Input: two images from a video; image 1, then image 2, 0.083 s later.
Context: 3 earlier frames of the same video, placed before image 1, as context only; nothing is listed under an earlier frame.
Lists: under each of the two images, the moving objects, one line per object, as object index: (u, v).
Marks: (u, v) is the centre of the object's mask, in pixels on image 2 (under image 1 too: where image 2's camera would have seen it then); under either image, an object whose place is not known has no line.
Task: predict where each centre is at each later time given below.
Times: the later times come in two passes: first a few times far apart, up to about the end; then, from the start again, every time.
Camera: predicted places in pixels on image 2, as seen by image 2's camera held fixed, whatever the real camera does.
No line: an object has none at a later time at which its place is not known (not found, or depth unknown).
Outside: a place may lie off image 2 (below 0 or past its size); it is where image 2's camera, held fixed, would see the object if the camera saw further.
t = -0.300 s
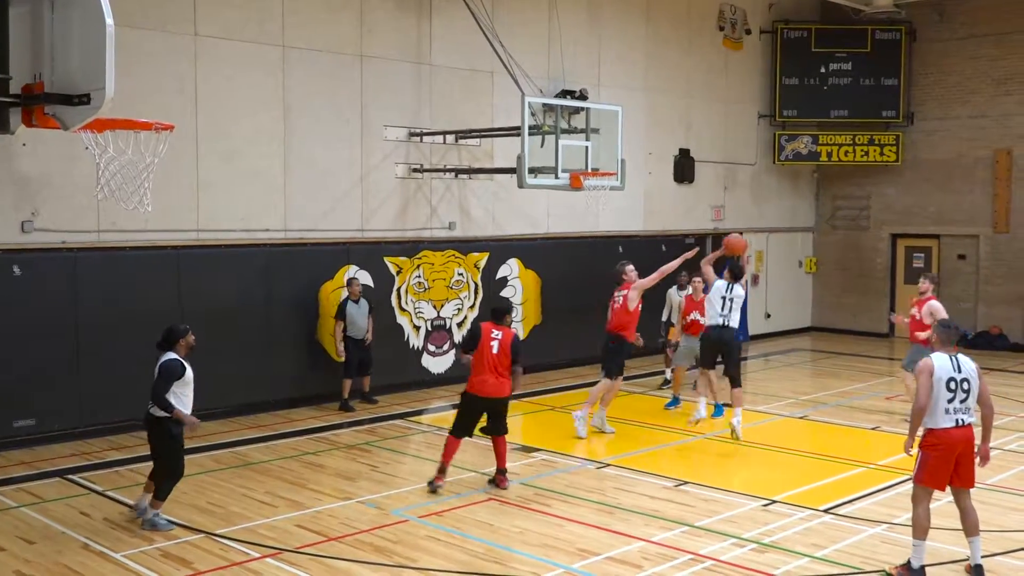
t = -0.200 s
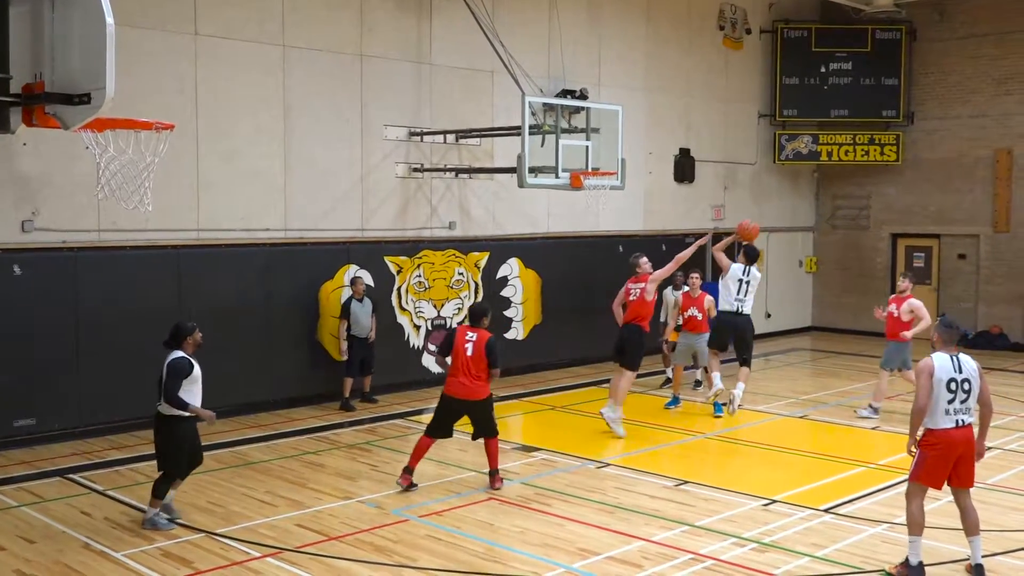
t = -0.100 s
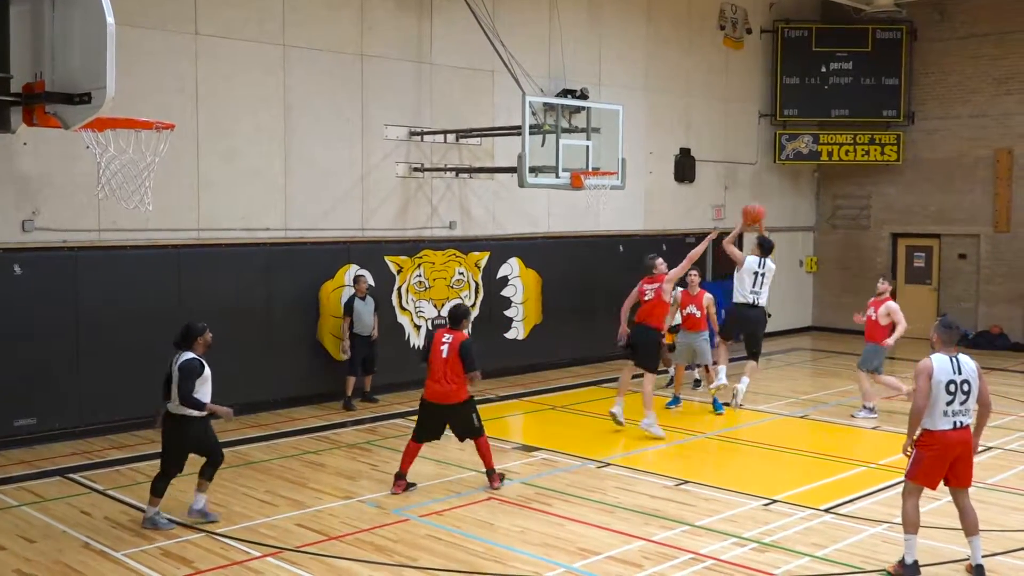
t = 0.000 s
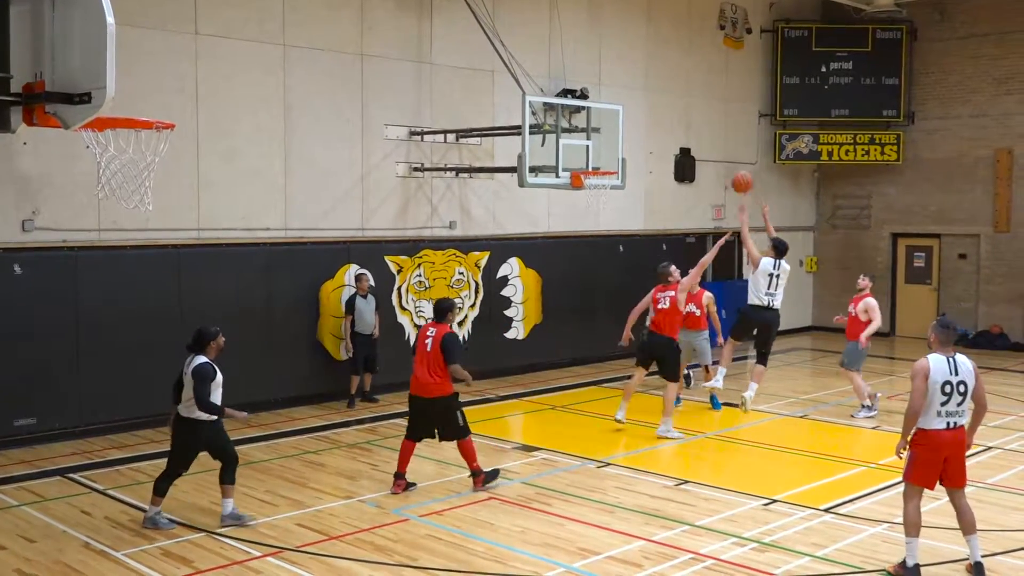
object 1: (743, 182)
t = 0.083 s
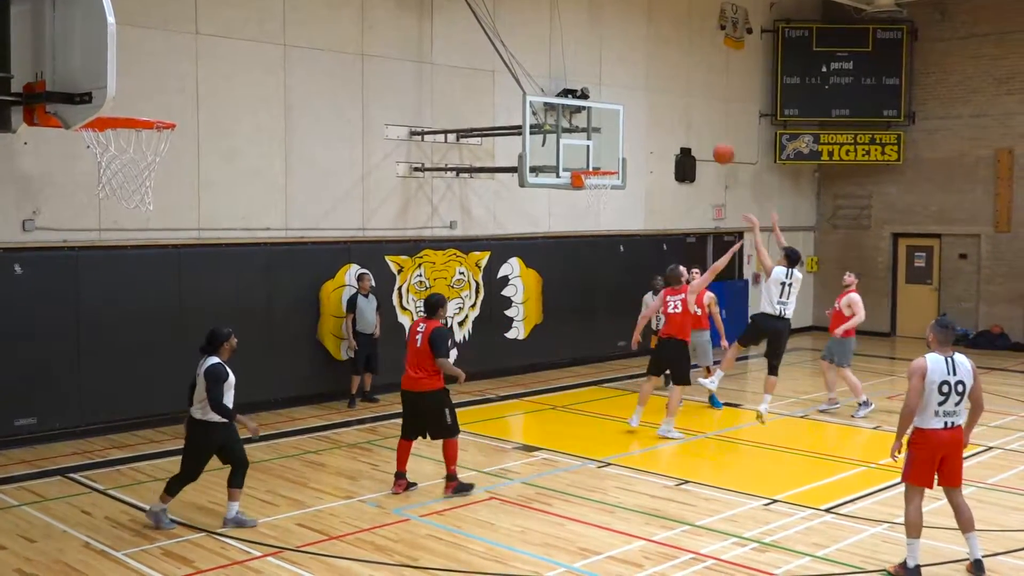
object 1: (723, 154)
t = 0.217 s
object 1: (695, 121)
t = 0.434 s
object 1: (650, 106)
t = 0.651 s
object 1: (608, 127)
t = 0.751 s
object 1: (590, 150)
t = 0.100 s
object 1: (720, 148)
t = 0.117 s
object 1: (717, 144)
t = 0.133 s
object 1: (713, 139)
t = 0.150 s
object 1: (709, 135)
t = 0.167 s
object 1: (706, 131)
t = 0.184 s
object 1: (702, 127)
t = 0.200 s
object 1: (698, 125)
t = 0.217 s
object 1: (695, 121)
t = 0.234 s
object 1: (691, 118)
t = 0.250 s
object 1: (688, 116)
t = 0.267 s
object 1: (684, 114)
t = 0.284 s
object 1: (680, 112)
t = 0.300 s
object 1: (677, 111)
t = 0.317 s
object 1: (674, 109)
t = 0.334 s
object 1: (670, 108)
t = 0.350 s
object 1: (666, 107)
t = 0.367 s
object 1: (663, 107)
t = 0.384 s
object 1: (660, 106)
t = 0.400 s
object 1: (656, 105)
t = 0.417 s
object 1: (653, 105)
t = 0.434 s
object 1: (650, 106)
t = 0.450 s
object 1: (646, 106)
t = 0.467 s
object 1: (643, 106)
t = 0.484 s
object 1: (640, 107)
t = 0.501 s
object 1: (637, 108)
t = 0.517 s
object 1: (633, 110)
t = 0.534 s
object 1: (630, 111)
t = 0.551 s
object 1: (627, 112)
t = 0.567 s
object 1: (623, 114)
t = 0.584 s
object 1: (620, 117)
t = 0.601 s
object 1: (617, 119)
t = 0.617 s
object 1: (614, 121)
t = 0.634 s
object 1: (611, 125)
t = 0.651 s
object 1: (608, 127)
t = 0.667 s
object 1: (605, 131)
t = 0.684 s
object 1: (602, 134)
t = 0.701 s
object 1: (599, 138)
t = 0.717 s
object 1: (596, 141)
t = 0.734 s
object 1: (593, 146)
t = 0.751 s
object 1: (590, 150)
